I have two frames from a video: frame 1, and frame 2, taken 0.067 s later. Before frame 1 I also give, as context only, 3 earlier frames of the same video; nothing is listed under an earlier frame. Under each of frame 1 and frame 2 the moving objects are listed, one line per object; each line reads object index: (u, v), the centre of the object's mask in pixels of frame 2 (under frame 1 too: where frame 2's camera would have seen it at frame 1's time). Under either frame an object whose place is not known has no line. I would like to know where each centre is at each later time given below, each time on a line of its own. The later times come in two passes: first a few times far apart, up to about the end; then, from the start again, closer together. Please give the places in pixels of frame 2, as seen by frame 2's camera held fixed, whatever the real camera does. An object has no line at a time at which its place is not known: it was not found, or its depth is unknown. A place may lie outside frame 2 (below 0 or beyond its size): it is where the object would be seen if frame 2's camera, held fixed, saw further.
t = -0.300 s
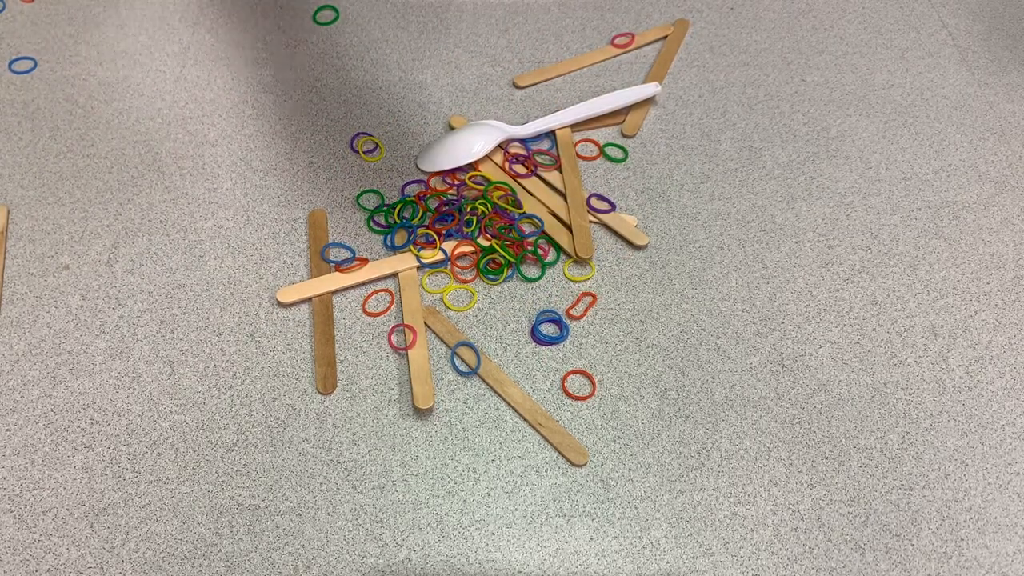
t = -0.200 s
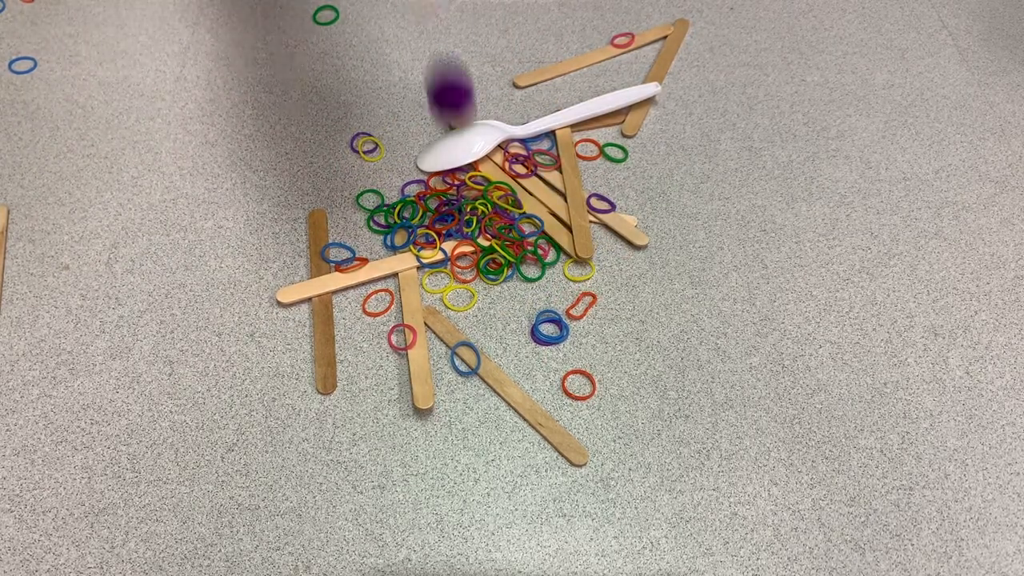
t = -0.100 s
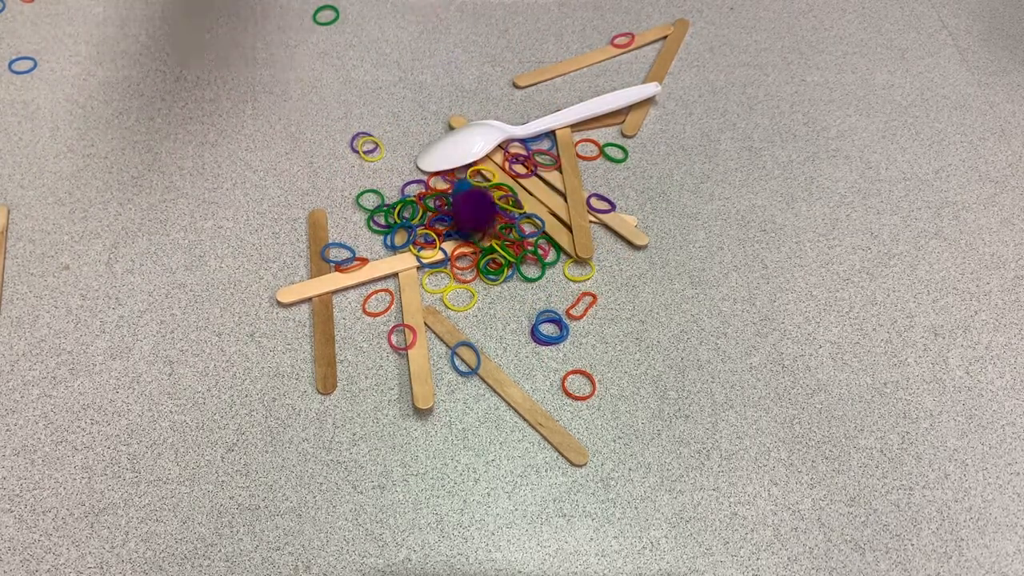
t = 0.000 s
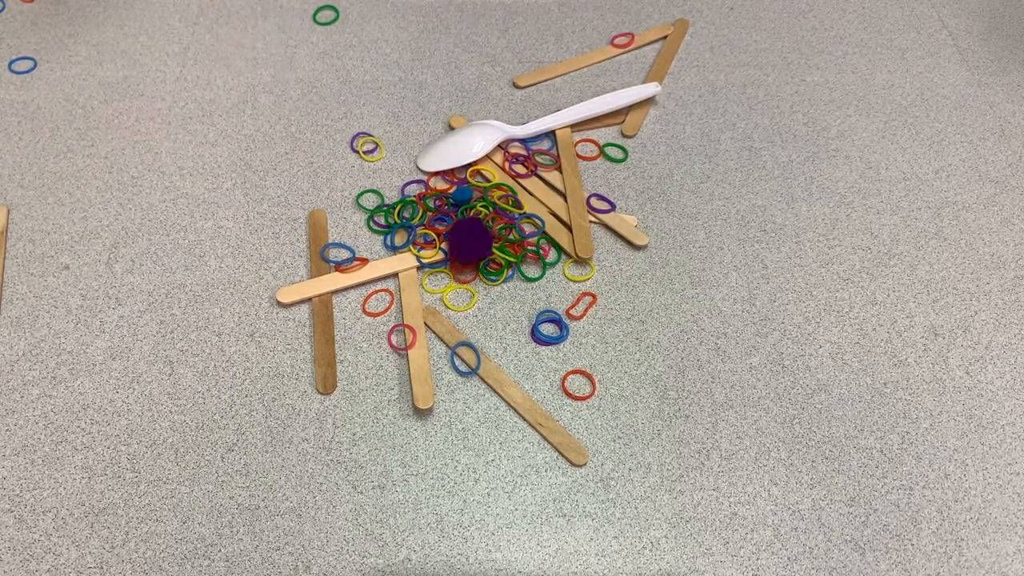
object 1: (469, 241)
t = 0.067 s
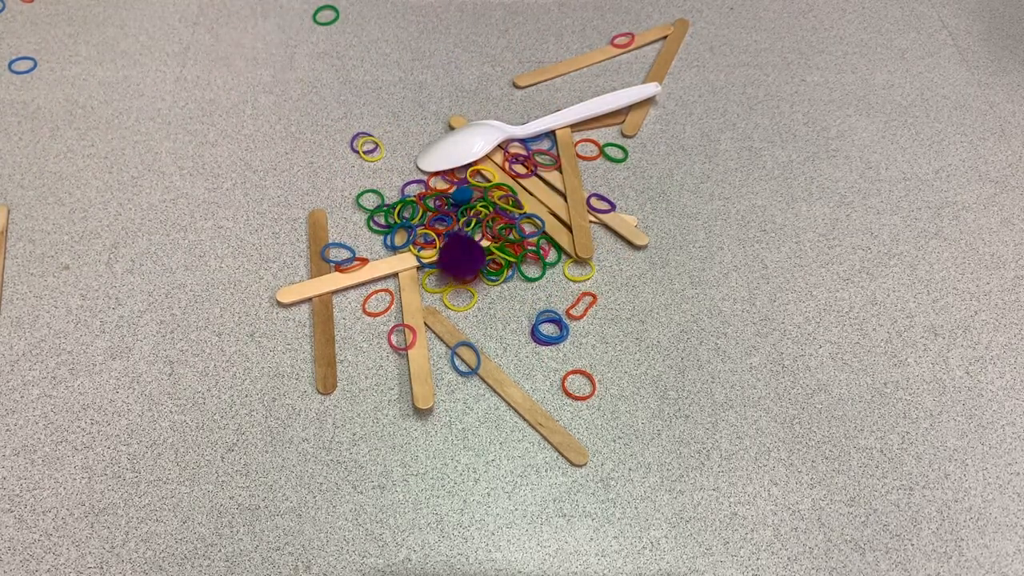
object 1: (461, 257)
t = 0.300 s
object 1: (461, 303)
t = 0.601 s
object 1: (470, 308)
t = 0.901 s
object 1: (469, 308)
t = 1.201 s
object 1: (469, 308)
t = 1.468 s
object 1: (469, 308)
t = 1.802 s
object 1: (469, 308)
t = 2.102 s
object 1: (469, 308)
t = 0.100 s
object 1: (461, 264)
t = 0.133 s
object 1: (462, 271)
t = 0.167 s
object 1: (462, 279)
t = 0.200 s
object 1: (463, 287)
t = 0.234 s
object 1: (462, 292)
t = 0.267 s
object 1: (460, 298)
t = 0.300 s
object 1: (461, 303)
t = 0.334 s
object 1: (466, 306)
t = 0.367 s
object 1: (473, 308)
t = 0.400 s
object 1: (476, 309)
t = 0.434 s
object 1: (478, 309)
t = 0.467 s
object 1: (478, 309)
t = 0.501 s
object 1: (477, 308)
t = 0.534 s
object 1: (474, 307)
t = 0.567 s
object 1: (472, 307)
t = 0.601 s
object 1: (470, 308)
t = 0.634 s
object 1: (469, 308)
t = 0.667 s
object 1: (469, 308)
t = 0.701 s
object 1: (469, 308)
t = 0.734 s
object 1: (469, 308)
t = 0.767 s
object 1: (469, 308)
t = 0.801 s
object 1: (469, 308)
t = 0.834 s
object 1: (469, 308)
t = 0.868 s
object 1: (469, 308)
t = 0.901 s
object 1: (469, 308)
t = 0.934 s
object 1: (469, 308)
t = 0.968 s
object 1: (469, 308)
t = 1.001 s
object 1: (469, 308)
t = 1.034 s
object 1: (469, 308)
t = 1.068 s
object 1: (469, 308)
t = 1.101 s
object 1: (469, 308)
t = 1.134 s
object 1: (469, 308)
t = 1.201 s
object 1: (469, 308)
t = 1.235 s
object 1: (469, 308)
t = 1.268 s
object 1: (469, 308)
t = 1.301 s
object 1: (469, 308)
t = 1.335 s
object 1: (469, 308)
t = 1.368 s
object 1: (469, 308)
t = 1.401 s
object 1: (469, 308)
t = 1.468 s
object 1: (469, 308)
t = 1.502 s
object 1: (469, 308)
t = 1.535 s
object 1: (469, 308)
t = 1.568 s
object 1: (469, 308)
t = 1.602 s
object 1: (469, 308)
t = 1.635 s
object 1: (469, 308)
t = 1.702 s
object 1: (469, 308)
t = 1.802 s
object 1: (469, 308)
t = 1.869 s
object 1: (469, 308)
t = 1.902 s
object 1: (469, 308)
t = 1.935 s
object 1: (469, 308)
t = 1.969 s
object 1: (469, 308)
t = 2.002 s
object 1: (469, 308)
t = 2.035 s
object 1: (469, 308)
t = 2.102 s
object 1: (469, 308)
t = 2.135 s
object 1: (469, 308)
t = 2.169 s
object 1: (469, 308)
